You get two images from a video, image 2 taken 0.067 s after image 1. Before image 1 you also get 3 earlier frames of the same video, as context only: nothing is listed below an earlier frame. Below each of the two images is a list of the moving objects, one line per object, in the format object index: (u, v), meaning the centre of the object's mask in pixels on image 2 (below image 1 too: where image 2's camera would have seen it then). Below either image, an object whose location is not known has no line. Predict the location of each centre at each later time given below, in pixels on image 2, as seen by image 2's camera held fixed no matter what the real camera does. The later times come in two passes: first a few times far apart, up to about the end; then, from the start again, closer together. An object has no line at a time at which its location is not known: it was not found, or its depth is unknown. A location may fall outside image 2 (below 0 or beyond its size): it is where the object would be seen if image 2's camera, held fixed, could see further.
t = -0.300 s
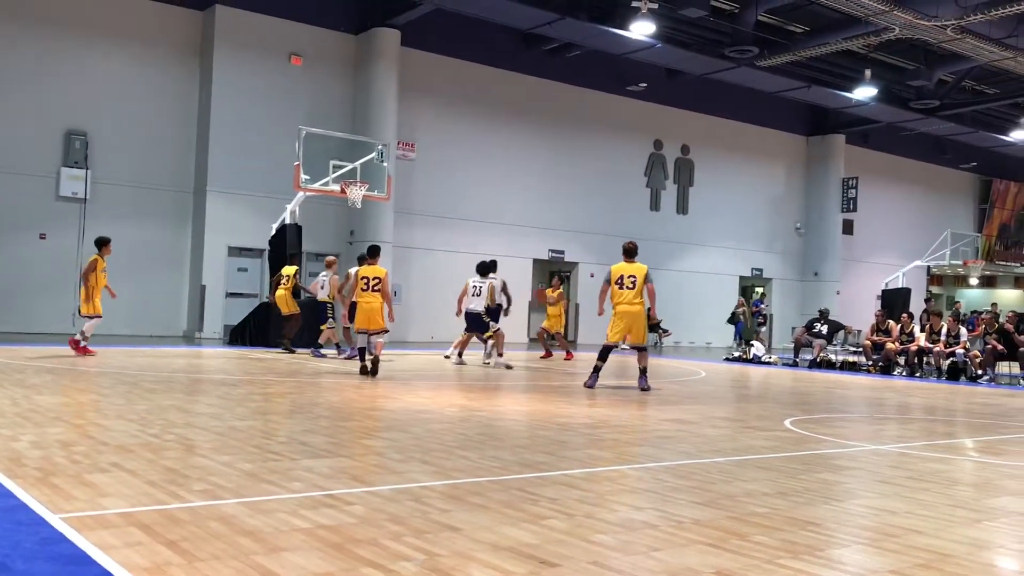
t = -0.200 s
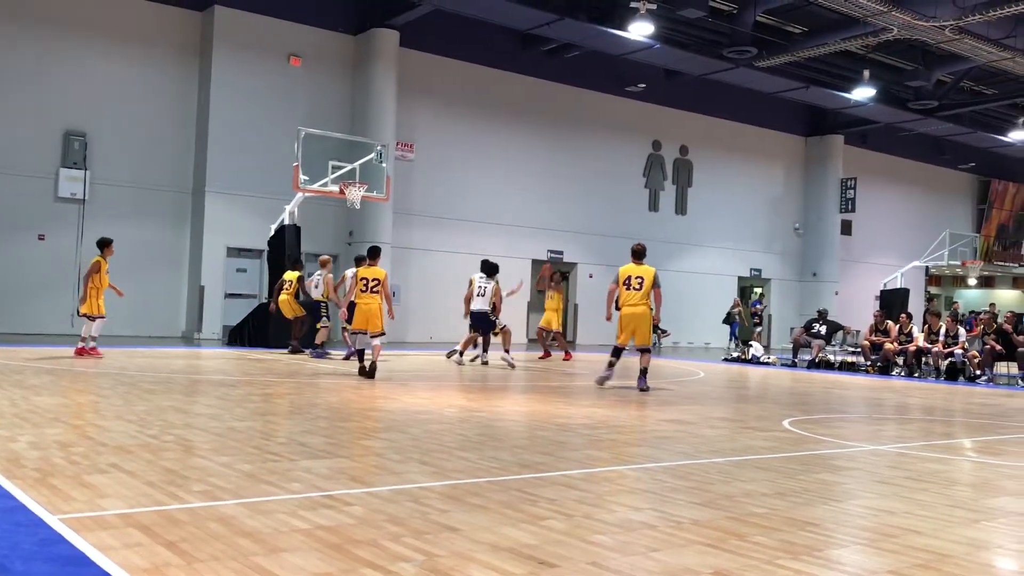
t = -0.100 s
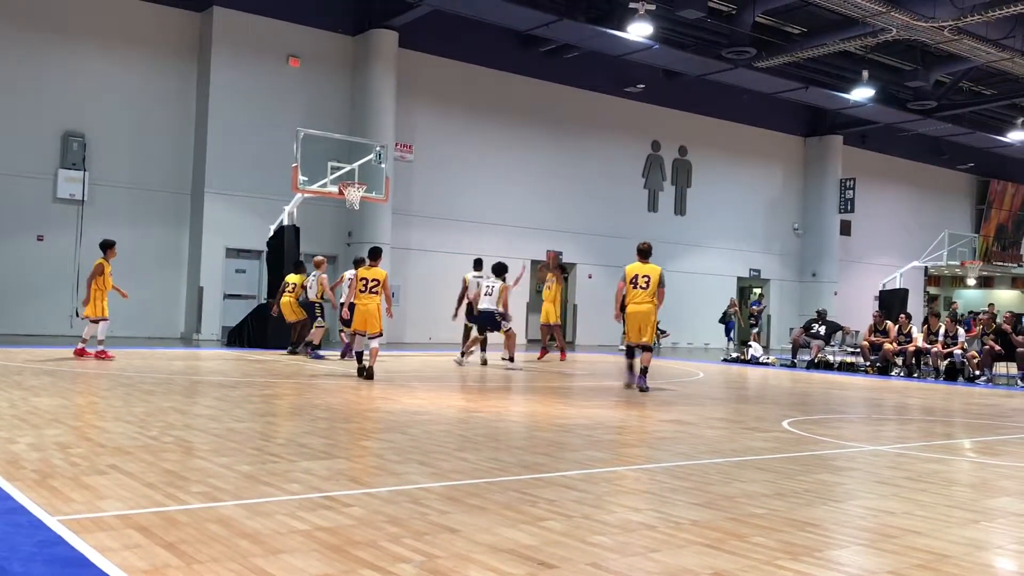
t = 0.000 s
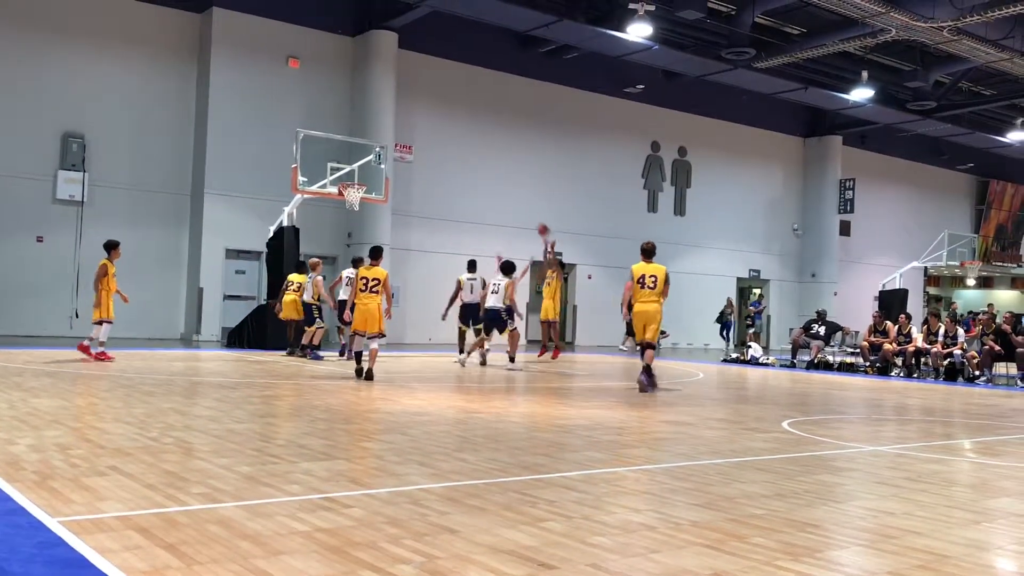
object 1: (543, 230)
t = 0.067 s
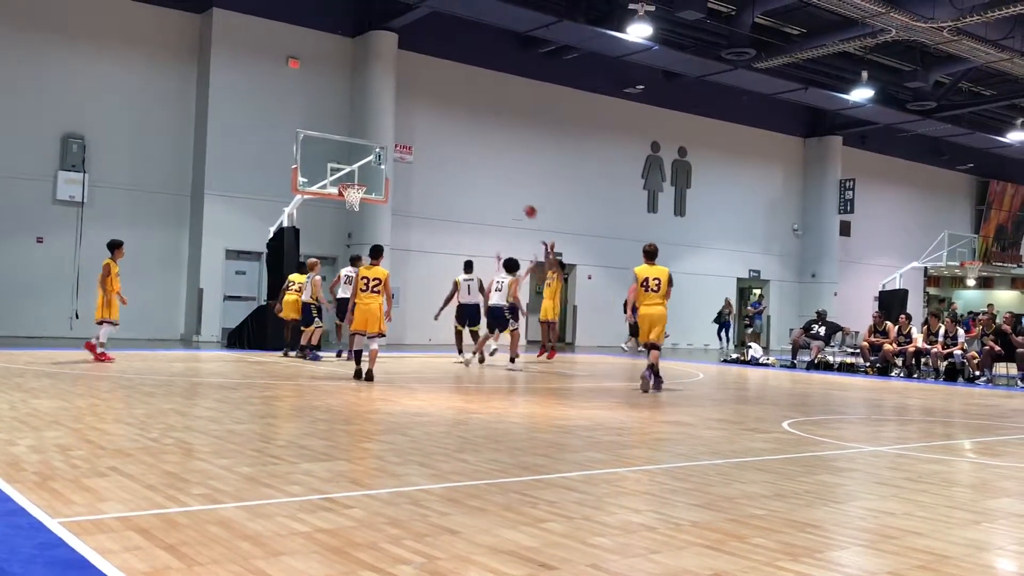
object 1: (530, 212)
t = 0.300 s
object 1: (484, 163)
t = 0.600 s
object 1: (421, 140)
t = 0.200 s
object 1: (504, 180)
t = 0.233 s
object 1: (498, 174)
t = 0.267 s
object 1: (491, 168)
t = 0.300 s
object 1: (484, 163)
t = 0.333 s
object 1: (477, 158)
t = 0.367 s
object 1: (470, 154)
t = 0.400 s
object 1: (464, 150)
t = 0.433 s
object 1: (457, 147)
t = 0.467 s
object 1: (450, 144)
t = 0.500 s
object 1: (443, 142)
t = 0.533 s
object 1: (436, 141)
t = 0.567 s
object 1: (429, 140)
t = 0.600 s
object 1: (421, 140)
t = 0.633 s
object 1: (414, 140)
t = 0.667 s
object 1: (408, 140)
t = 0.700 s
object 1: (401, 141)
